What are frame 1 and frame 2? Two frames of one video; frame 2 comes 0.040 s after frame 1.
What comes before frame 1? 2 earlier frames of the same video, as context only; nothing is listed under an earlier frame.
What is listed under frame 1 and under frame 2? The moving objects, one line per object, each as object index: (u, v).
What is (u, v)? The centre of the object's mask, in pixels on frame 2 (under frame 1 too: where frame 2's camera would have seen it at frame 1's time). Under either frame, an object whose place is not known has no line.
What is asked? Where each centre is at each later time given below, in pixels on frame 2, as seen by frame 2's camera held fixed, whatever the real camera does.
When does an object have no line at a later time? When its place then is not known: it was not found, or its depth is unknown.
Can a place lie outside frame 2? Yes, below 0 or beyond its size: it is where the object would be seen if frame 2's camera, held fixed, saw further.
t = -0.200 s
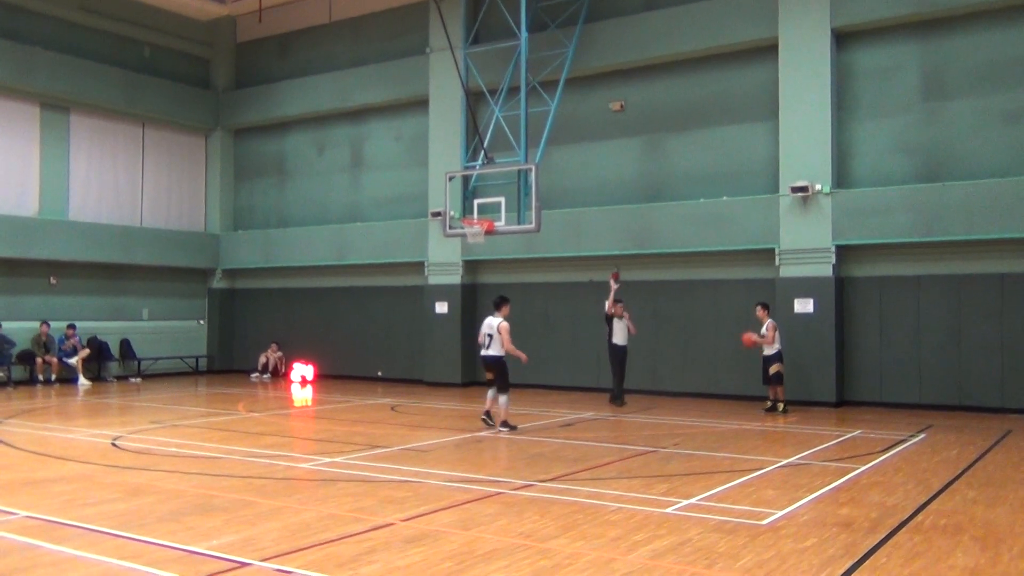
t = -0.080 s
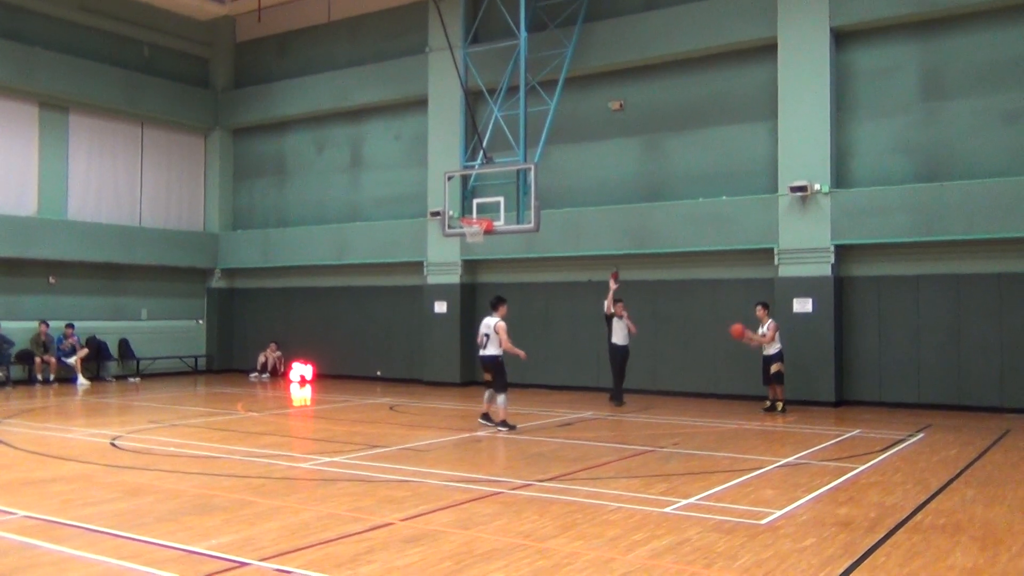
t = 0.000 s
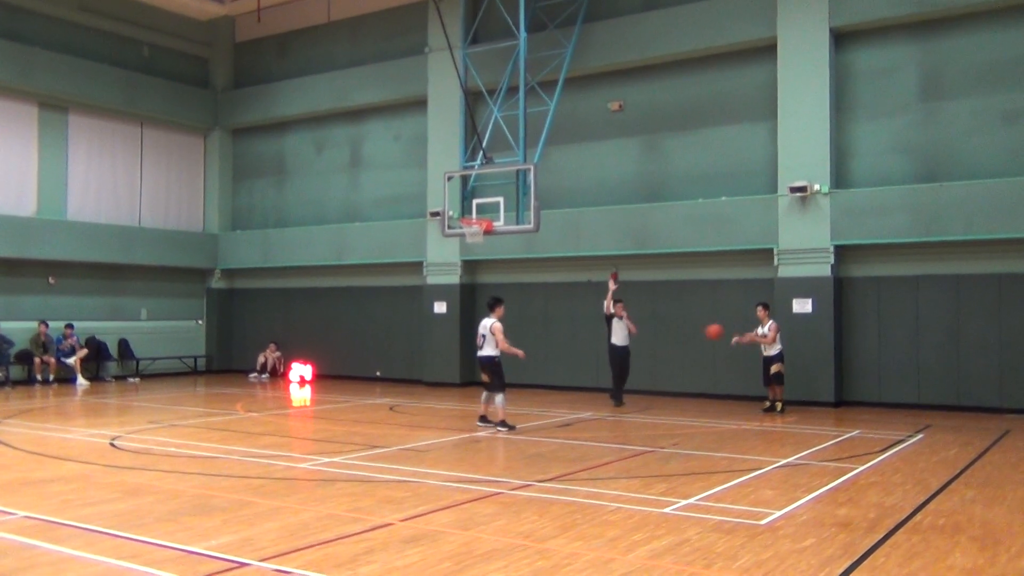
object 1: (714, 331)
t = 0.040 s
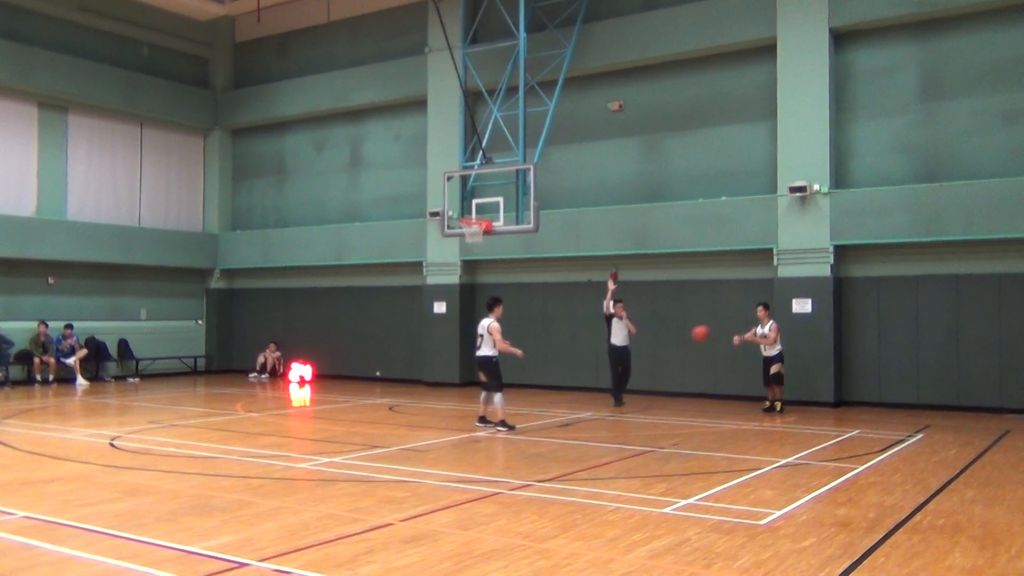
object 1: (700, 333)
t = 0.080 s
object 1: (689, 337)
